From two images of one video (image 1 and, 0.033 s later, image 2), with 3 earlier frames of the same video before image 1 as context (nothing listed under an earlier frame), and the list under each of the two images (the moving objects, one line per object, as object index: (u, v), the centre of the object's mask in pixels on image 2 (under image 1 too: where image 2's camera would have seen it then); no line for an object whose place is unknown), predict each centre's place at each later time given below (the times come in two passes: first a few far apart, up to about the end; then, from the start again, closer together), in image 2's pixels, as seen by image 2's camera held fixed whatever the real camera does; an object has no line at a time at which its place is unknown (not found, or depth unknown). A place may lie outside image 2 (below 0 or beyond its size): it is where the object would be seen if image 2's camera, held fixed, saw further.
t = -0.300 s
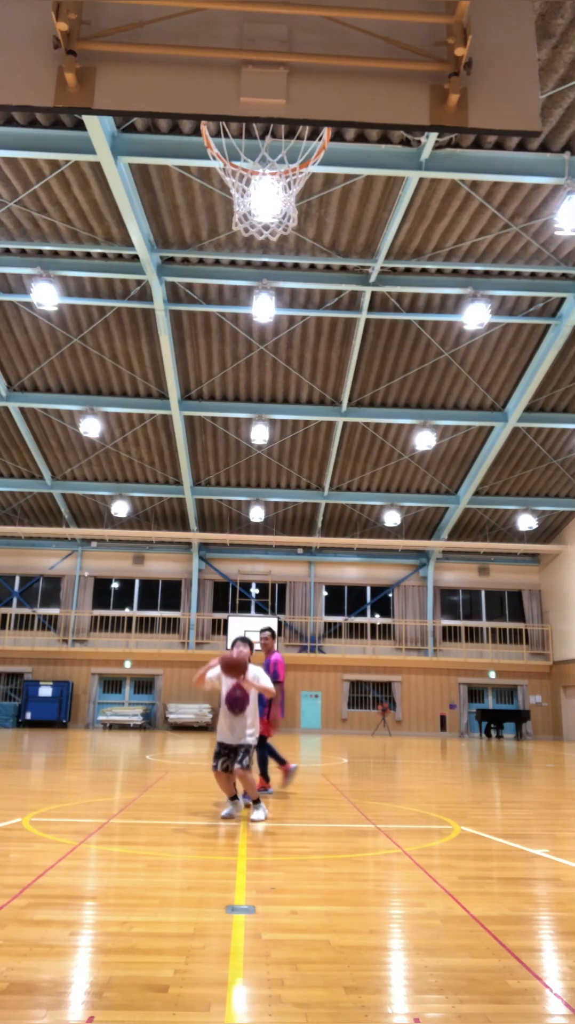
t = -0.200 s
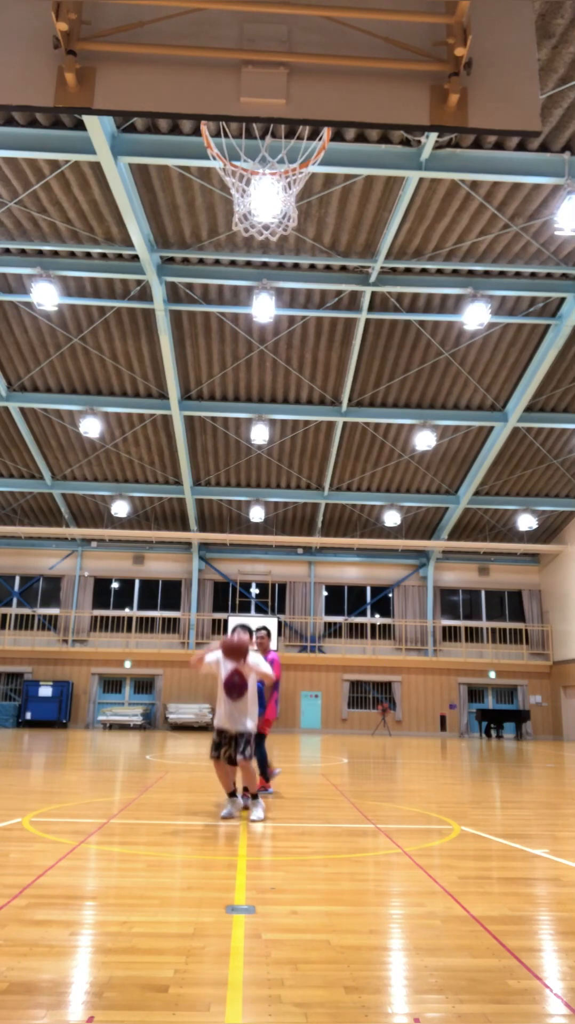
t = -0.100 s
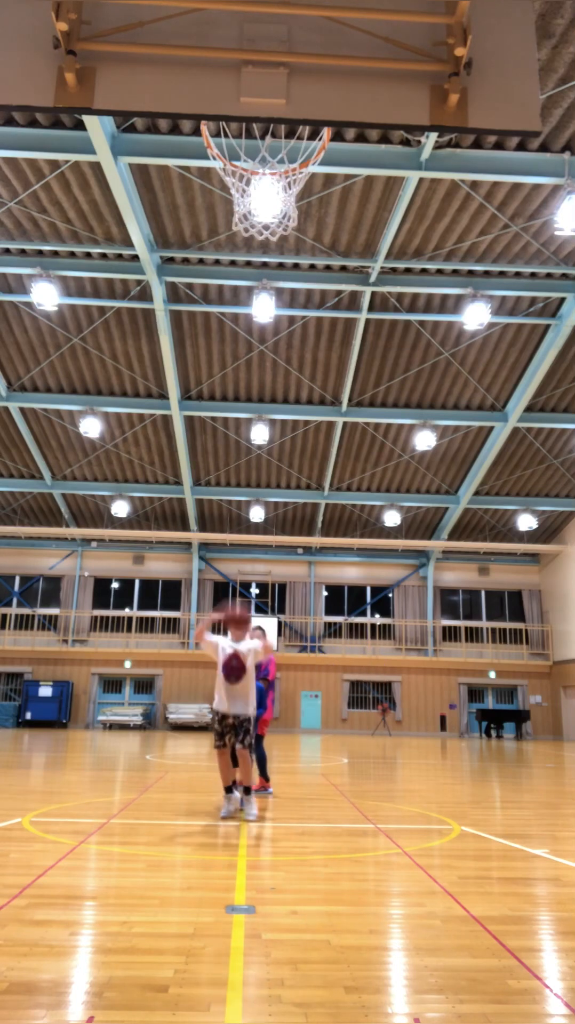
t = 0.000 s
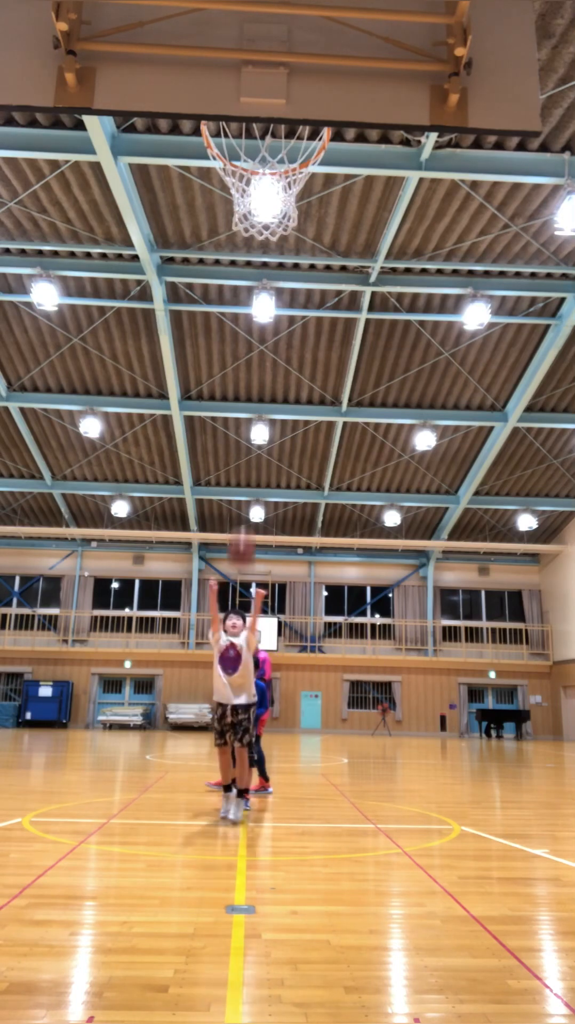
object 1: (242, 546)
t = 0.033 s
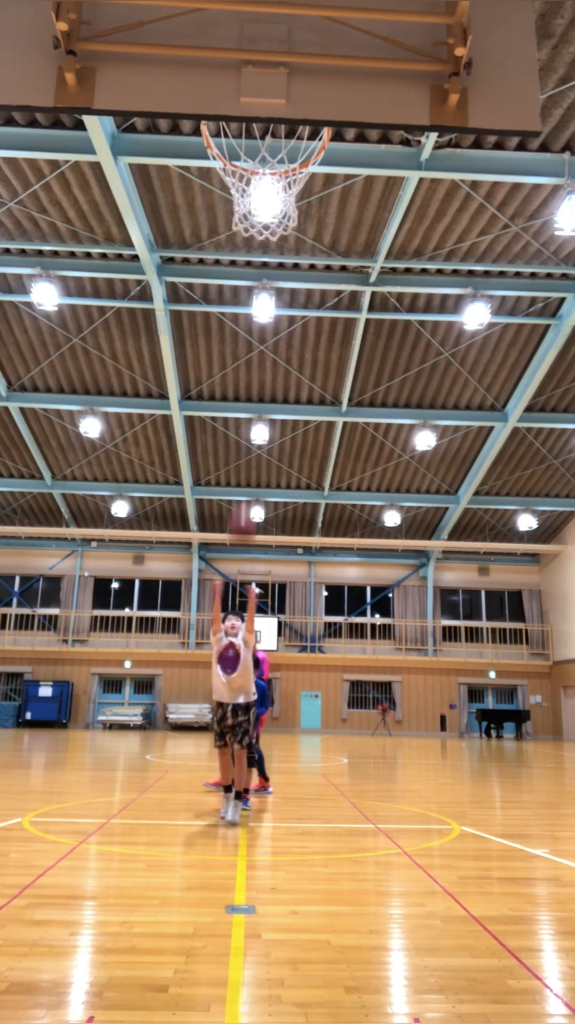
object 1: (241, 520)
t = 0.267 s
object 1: (250, 374)
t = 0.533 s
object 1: (257, 250)
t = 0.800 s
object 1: (262, 172)
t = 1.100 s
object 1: (257, 274)
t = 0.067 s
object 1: (242, 499)
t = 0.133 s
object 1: (245, 456)
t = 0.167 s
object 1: (246, 435)
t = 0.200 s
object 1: (248, 413)
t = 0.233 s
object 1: (249, 392)
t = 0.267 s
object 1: (250, 374)
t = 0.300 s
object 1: (251, 353)
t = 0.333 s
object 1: (252, 338)
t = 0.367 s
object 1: (253, 321)
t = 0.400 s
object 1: (255, 300)
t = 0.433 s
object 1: (255, 284)
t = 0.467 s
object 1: (256, 269)
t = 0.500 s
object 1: (257, 256)
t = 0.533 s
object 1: (257, 250)
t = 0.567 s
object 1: (256, 243)
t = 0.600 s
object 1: (259, 223)
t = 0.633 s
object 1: (261, 216)
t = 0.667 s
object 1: (264, 205)
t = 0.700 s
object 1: (263, 198)
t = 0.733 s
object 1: (261, 188)
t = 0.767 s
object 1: (263, 175)
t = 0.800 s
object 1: (262, 172)
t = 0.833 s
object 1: (263, 170)
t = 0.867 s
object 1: (263, 185)
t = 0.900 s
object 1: (265, 193)
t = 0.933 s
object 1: (267, 207)
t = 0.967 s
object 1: (263, 222)
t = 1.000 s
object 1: (260, 231)
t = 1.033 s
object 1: (258, 252)
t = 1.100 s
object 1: (257, 274)
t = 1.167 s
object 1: (258, 313)
